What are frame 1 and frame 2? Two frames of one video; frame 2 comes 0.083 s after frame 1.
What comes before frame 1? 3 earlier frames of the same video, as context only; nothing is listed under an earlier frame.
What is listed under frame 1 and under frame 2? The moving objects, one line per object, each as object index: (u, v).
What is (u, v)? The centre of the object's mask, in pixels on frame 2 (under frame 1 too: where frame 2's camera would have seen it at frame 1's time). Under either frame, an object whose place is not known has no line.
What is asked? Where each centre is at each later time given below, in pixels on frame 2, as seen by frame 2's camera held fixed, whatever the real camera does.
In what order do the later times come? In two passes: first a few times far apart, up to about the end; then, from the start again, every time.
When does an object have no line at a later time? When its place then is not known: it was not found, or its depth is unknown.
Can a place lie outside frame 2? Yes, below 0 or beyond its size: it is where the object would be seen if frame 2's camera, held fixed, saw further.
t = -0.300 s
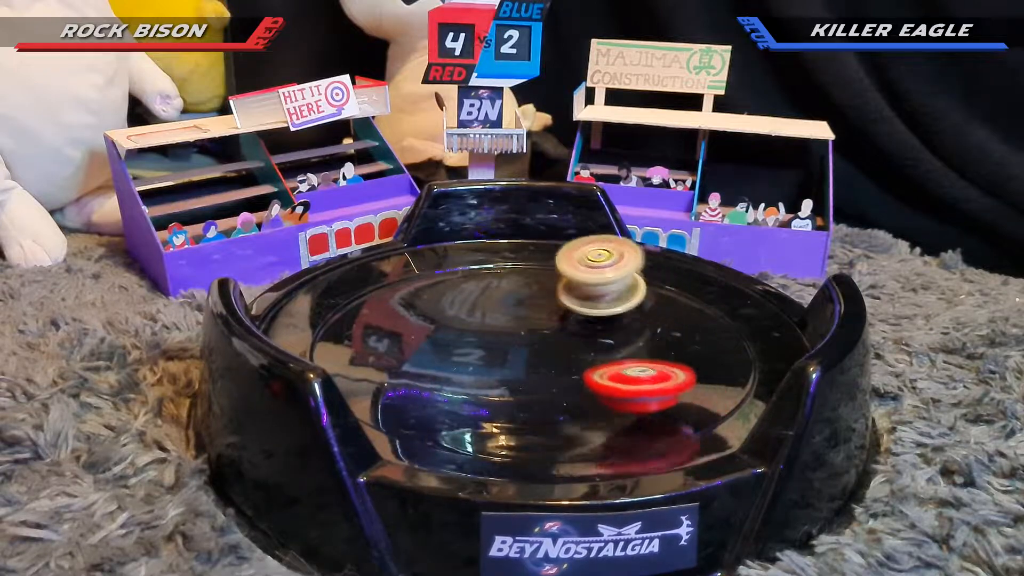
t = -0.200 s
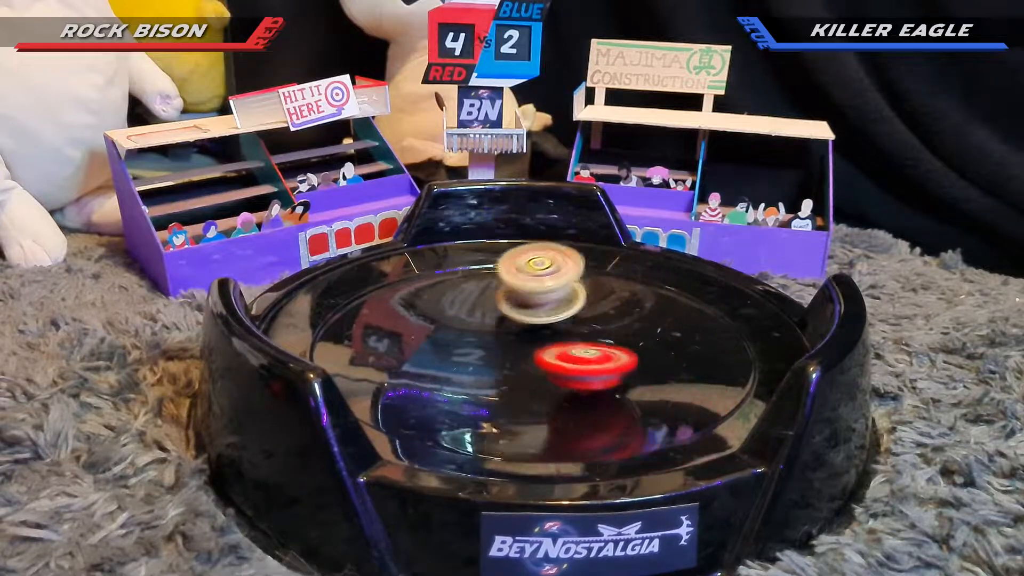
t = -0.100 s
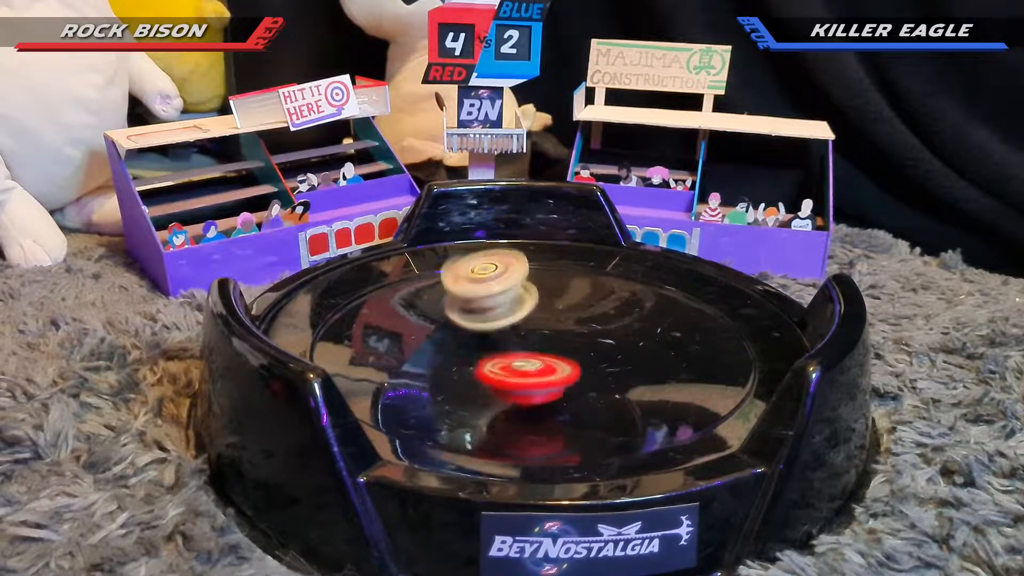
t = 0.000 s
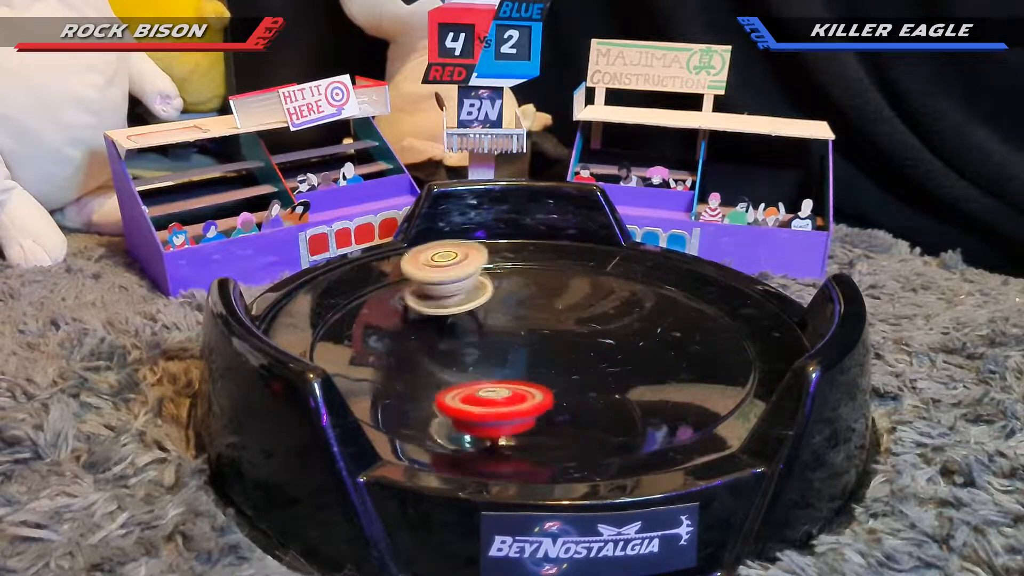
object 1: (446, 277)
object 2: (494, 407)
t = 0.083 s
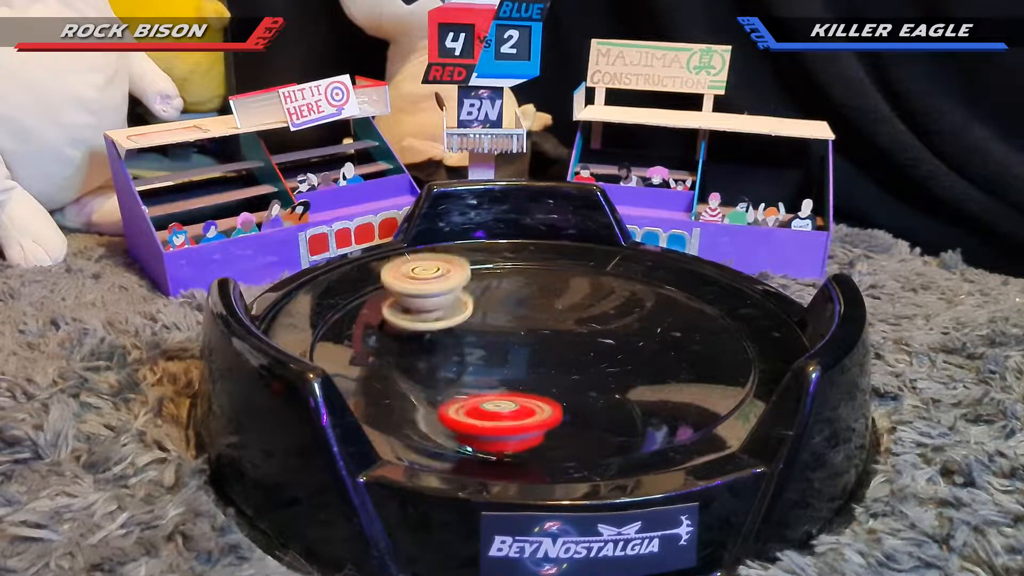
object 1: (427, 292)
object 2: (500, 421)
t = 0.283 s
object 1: (442, 367)
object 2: (564, 417)
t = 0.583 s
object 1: (458, 313)
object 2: (611, 344)
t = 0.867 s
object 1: (431, 310)
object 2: (528, 272)
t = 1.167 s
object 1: (416, 347)
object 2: (562, 364)
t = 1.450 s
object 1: (587, 342)
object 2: (608, 414)
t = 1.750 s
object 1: (591, 277)
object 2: (524, 425)
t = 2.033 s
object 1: (509, 336)
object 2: (462, 396)
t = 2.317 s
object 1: (690, 321)
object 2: (321, 343)
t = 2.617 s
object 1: (600, 321)
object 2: (488, 312)
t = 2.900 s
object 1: (515, 359)
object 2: (481, 303)
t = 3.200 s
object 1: (503, 382)
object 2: (482, 327)
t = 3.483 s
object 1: (523, 385)
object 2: (529, 273)
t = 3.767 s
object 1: (565, 363)
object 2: (544, 286)
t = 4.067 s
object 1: (603, 338)
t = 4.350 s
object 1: (604, 344)
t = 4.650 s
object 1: (518, 356)
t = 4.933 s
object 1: (460, 348)
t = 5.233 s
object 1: (512, 344)
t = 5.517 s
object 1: (583, 351)
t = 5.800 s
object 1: (601, 349)
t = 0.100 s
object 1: (424, 297)
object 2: (503, 423)
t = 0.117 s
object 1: (422, 303)
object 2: (508, 423)
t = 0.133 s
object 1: (420, 310)
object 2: (515, 422)
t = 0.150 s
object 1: (418, 317)
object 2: (521, 425)
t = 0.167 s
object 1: (418, 324)
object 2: (529, 425)
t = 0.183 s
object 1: (418, 330)
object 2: (537, 424)
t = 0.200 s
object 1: (419, 337)
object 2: (544, 423)
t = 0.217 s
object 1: (422, 343)
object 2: (549, 422)
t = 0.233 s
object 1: (425, 350)
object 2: (554, 421)
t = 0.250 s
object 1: (429, 356)
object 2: (558, 420)
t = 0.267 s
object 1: (435, 362)
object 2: (561, 418)
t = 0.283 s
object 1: (442, 367)
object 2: (564, 417)
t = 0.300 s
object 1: (451, 373)
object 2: (567, 414)
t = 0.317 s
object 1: (460, 377)
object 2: (570, 412)
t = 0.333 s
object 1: (462, 376)
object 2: (587, 411)
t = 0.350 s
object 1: (455, 372)
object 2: (620, 414)
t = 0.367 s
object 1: (446, 368)
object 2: (652, 413)
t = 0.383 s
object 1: (441, 361)
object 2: (674, 401)
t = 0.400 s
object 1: (436, 354)
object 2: (695, 394)
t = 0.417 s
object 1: (433, 351)
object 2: (713, 391)
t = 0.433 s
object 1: (431, 345)
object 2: (712, 385)
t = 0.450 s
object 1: (432, 338)
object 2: (702, 373)
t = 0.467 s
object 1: (432, 337)
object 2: (692, 368)
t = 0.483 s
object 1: (434, 330)
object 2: (680, 367)
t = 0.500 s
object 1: (436, 328)
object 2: (670, 372)
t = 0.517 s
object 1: (439, 325)
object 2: (660, 372)
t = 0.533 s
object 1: (443, 320)
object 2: (648, 362)
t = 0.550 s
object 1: (447, 317)
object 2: (635, 358)
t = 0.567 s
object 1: (452, 315)
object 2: (623, 351)
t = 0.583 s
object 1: (458, 313)
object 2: (611, 344)
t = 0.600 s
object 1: (463, 311)
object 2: (599, 335)
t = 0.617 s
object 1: (469, 310)
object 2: (585, 323)
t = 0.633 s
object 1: (474, 308)
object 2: (572, 316)
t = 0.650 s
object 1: (479, 308)
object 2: (560, 313)
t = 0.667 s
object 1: (476, 304)
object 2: (557, 306)
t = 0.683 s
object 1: (471, 301)
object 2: (557, 295)
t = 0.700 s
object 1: (466, 301)
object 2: (555, 289)
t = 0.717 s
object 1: (462, 305)
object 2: (554, 284)
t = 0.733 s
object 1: (456, 302)
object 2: (552, 280)
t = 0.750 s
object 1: (452, 299)
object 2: (549, 279)
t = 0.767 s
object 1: (448, 301)
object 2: (547, 273)
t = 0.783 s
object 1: (444, 306)
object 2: (545, 271)
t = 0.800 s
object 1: (441, 306)
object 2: (542, 271)
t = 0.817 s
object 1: (438, 306)
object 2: (538, 269)
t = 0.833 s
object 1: (436, 308)
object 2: (535, 267)
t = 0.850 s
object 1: (433, 309)
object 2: (531, 270)
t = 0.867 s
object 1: (431, 310)
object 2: (528, 272)
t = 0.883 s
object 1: (429, 312)
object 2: (523, 272)
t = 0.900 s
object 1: (426, 312)
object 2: (520, 275)
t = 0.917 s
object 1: (424, 313)
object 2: (516, 282)
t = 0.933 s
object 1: (421, 315)
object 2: (512, 287)
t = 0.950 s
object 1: (419, 316)
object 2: (508, 287)
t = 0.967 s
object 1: (416, 316)
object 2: (505, 291)
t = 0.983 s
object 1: (413, 317)
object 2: (501, 299)
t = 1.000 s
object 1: (409, 319)
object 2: (496, 310)
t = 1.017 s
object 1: (407, 321)
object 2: (493, 321)
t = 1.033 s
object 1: (406, 324)
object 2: (492, 320)
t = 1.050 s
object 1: (401, 326)
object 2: (498, 324)
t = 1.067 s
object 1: (396, 327)
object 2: (505, 331)
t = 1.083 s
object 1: (393, 330)
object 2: (516, 345)
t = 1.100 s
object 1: (393, 333)
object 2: (526, 360)
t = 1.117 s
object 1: (395, 335)
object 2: (535, 359)
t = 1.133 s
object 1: (400, 340)
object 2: (544, 356)
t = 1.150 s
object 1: (408, 344)
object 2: (553, 358)
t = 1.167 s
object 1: (416, 347)
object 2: (562, 364)
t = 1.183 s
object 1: (427, 351)
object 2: (573, 375)
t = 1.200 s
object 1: (438, 354)
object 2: (582, 389)
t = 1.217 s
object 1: (448, 356)
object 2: (587, 387)
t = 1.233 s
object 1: (460, 359)
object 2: (593, 385)
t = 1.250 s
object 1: (472, 360)
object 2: (598, 389)
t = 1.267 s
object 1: (483, 361)
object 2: (603, 396)
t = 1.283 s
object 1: (495, 361)
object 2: (607, 401)
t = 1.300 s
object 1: (506, 361)
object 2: (608, 401)
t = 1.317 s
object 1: (516, 360)
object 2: (609, 405)
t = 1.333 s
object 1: (526, 359)
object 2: (610, 406)
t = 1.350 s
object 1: (537, 357)
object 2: (611, 407)
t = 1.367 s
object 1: (546, 355)
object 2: (611, 408)
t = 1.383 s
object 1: (555, 353)
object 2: (611, 410)
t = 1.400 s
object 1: (564, 351)
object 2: (610, 411)
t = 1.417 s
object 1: (572, 348)
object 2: (610, 412)
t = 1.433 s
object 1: (580, 345)
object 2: (608, 413)
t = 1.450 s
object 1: (587, 342)
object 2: (608, 414)
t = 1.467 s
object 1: (594, 338)
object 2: (606, 414)
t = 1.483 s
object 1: (599, 334)
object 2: (604, 416)
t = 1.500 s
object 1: (605, 330)
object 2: (602, 417)
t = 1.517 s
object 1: (610, 326)
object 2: (600, 418)
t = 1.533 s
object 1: (614, 322)
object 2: (595, 420)
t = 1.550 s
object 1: (617, 318)
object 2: (591, 421)
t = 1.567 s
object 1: (620, 313)
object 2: (586, 422)
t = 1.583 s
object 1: (622, 309)
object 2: (582, 423)
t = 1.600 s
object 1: (622, 304)
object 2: (577, 424)
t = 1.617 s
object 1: (623, 300)
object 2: (571, 425)
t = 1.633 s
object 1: (622, 296)
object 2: (566, 425)
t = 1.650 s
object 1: (620, 292)
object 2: (560, 426)
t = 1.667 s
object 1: (618, 288)
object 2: (555, 426)
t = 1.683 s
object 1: (614, 285)
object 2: (549, 426)
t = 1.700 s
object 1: (610, 282)
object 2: (543, 426)
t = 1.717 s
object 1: (604, 280)
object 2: (537, 426)
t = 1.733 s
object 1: (597, 278)
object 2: (531, 425)
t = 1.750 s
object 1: (591, 277)
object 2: (524, 425)
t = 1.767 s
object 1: (583, 277)
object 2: (519, 424)
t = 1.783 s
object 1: (575, 278)
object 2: (513, 423)
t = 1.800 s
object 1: (567, 279)
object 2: (507, 422)
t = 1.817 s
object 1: (560, 281)
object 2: (502, 420)
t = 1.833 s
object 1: (552, 284)
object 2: (496, 419)
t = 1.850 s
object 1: (545, 287)
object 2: (491, 418)
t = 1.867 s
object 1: (539, 291)
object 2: (487, 416)
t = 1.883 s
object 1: (533, 295)
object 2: (483, 415)
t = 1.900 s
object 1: (527, 300)
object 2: (479, 413)
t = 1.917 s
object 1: (523, 304)
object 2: (475, 411)
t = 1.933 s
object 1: (520, 308)
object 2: (472, 408)
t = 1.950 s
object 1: (517, 313)
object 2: (469, 407)
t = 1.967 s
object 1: (514, 318)
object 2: (468, 405)
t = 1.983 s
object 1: (512, 322)
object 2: (466, 403)
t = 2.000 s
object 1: (510, 327)
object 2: (464, 401)
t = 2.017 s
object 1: (509, 332)
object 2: (464, 399)
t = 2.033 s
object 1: (509, 336)
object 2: (462, 396)
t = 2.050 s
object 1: (509, 340)
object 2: (462, 395)
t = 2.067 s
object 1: (511, 343)
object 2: (462, 392)
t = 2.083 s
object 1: (517, 346)
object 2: (460, 391)
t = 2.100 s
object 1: (536, 348)
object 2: (433, 382)
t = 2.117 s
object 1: (554, 348)
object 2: (405, 372)
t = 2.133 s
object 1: (574, 341)
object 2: (381, 366)
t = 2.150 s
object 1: (592, 338)
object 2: (355, 367)
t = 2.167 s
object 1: (611, 340)
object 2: (337, 367)
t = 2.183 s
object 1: (626, 336)
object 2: (314, 364)
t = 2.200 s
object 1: (640, 334)
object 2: (305, 348)
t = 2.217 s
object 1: (654, 331)
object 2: (305, 344)
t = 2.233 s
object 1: (666, 329)
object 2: (302, 342)
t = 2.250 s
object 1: (675, 326)
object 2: (304, 341)
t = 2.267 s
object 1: (682, 324)
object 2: (307, 348)
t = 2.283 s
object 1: (686, 322)
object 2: (308, 345)
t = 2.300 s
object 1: (689, 322)
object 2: (314, 345)
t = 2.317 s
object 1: (690, 321)
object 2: (321, 343)
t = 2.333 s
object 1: (690, 320)
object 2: (329, 341)
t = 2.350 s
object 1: (689, 319)
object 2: (336, 340)
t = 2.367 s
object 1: (687, 318)
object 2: (345, 337)
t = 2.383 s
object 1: (685, 318)
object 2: (353, 336)
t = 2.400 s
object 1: (682, 317)
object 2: (362, 333)
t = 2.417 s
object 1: (680, 316)
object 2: (371, 330)
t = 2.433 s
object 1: (675, 315)
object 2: (381, 327)
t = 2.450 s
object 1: (670, 315)
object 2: (388, 326)
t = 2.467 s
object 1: (665, 315)
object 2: (400, 323)
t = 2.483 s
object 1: (658, 315)
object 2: (407, 320)
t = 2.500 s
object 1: (651, 315)
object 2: (413, 319)
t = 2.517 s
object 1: (645, 316)
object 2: (428, 317)
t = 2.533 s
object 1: (639, 317)
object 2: (439, 316)
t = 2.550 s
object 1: (632, 317)
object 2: (448, 316)
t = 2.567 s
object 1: (624, 318)
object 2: (458, 312)
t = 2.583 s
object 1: (616, 319)
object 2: (467, 312)
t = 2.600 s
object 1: (609, 320)
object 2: (478, 314)
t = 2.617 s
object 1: (600, 321)
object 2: (488, 312)
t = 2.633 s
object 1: (593, 323)
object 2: (495, 313)
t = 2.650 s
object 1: (584, 324)
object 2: (501, 315)
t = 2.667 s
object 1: (580, 326)
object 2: (502, 314)
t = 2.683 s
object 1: (579, 329)
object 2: (501, 312)
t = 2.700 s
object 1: (577, 332)
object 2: (499, 311)
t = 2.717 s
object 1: (574, 335)
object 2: (497, 310)
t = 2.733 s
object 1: (568, 337)
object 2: (495, 309)
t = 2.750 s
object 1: (563, 339)
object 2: (493, 307)
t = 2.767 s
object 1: (557, 342)
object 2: (491, 306)
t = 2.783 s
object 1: (552, 344)
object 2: (490, 305)
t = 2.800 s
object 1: (546, 347)
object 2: (489, 304)
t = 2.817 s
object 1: (541, 349)
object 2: (488, 302)
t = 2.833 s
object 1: (536, 351)
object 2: (486, 302)
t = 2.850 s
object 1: (530, 353)
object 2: (485, 302)
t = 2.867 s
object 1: (525, 355)
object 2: (484, 302)
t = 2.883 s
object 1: (520, 357)
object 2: (483, 303)
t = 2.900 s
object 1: (515, 359)
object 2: (481, 303)
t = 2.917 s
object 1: (511, 361)
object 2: (480, 304)
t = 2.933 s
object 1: (506, 363)
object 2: (481, 306)
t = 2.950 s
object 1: (501, 365)
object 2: (482, 306)
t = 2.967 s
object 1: (497, 367)
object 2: (482, 308)
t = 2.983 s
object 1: (494, 368)
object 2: (483, 309)
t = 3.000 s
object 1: (491, 370)
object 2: (483, 310)
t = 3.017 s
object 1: (488, 372)
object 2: (483, 312)
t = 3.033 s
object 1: (486, 374)
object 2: (483, 313)
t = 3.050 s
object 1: (485, 376)
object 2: (484, 315)
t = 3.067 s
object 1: (485, 377)
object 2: (485, 316)
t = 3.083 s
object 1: (485, 379)
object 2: (485, 317)
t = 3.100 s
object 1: (487, 380)
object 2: (485, 319)
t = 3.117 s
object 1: (488, 381)
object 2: (485, 320)
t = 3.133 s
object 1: (491, 382)
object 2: (485, 322)
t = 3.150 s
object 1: (494, 383)
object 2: (485, 323)
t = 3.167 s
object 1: (497, 383)
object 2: (484, 324)
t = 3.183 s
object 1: (500, 382)
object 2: (484, 325)
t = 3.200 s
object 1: (503, 382)
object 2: (482, 327)
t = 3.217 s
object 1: (507, 381)
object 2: (480, 328)
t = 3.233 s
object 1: (511, 381)
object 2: (479, 330)
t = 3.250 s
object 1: (515, 379)
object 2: (476, 330)
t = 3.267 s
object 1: (520, 378)
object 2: (474, 335)
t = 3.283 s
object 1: (523, 375)
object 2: (473, 338)
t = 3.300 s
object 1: (526, 374)
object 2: (471, 340)
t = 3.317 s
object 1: (527, 370)
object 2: (469, 344)
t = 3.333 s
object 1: (529, 368)
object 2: (468, 346)
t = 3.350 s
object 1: (529, 366)
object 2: (463, 344)
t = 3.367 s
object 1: (529, 369)
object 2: (473, 328)
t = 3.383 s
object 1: (527, 375)
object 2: (490, 311)
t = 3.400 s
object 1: (526, 377)
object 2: (502, 304)
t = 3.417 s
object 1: (525, 381)
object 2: (509, 298)
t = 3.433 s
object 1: (524, 383)
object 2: (514, 293)
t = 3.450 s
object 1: (523, 384)
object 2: (520, 292)
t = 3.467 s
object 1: (523, 384)
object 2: (526, 284)
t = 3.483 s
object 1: (523, 385)
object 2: (529, 273)
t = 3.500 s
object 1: (525, 385)
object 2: (534, 264)
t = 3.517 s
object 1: (527, 385)
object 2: (537, 261)
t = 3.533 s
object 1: (530, 384)
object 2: (540, 259)
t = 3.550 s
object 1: (533, 383)
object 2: (544, 259)
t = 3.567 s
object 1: (537, 383)
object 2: (547, 256)
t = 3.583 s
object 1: (540, 381)
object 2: (545, 254)
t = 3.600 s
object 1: (543, 380)
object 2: (545, 255)
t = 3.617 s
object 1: (546, 379)
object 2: (545, 258)
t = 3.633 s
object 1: (549, 377)
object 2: (543, 259)
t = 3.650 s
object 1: (552, 376)
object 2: (543, 262)
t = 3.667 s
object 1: (554, 375)
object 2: (541, 265)
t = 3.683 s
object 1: (556, 372)
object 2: (540, 268)
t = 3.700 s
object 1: (558, 371)
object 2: (539, 272)
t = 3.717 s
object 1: (560, 369)
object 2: (539, 275)
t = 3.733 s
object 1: (562, 366)
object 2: (540, 279)
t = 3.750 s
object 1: (563, 365)
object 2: (542, 283)
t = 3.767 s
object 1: (565, 363)
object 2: (544, 286)
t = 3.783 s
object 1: (567, 361)
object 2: (547, 289)
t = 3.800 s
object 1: (569, 358)
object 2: (549, 291)
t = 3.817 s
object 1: (571, 356)
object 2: (550, 292)
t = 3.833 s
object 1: (572, 353)
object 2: (550, 294)
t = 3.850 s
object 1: (574, 352)
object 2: (552, 298)
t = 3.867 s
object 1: (576, 347)
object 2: (547, 298)
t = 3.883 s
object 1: (578, 346)
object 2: (544, 302)
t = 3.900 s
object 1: (581, 344)
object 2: (539, 307)
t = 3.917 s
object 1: (584, 343)
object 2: (539, 310)
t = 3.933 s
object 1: (585, 342)
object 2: (536, 311)
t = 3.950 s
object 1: (586, 341)
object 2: (536, 311)
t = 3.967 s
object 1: (587, 341)
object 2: (536, 310)
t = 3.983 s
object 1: (590, 340)
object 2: (537, 312)
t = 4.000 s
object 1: (591, 340)
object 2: (538, 313)
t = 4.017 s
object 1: (593, 339)
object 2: (537, 315)
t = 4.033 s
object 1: (597, 339)
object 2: (537, 317)
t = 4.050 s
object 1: (601, 339)
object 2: (538, 319)
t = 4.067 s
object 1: (603, 338)
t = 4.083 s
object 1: (606, 338)
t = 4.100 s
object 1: (609, 338)
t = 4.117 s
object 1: (612, 337)
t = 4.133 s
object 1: (615, 338)
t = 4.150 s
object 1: (617, 338)
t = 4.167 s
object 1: (618, 337)
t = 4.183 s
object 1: (619, 338)
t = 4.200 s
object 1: (620, 338)
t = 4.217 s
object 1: (620, 338)
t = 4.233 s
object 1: (619, 339)
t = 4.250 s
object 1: (619, 340)
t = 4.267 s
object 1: (617, 340)
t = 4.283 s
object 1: (615, 341)
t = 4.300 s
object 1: (613, 341)
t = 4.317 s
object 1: (610, 342)
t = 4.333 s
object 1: (607, 343)
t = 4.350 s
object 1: (604, 344)
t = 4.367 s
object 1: (601, 345)
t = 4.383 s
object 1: (596, 346)
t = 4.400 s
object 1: (591, 347)
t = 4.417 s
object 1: (587, 348)
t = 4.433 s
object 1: (582, 350)
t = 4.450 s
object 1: (578, 351)
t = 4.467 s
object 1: (574, 352)
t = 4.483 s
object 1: (568, 353)
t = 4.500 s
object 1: (563, 353)
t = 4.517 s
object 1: (559, 354)
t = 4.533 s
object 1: (554, 355)
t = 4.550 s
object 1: (548, 354)
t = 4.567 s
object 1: (544, 355)
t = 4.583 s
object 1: (539, 356)
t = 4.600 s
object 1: (533, 355)
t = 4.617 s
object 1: (528, 357)
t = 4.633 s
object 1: (523, 357)
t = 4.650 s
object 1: (518, 356)
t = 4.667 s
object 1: (512, 356)
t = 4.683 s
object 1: (509, 356)
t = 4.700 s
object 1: (503, 355)
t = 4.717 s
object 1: (499, 355)
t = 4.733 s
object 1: (494, 355)
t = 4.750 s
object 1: (490, 353)
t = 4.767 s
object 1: (485, 353)
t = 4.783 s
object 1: (482, 352)
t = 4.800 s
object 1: (477, 351)
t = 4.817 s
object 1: (472, 351)
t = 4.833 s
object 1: (470, 350)
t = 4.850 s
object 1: (466, 349)
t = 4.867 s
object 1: (464, 349)
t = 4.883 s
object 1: (463, 349)
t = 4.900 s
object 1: (461, 348)
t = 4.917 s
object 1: (460, 348)
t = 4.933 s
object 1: (460, 348)
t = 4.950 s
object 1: (460, 347)
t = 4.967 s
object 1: (460, 348)
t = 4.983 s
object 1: (461, 348)
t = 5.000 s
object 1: (462, 347)
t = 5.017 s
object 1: (464, 347)
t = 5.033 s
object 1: (466, 347)
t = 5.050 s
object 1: (468, 346)
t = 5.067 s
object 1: (471, 346)
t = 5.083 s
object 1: (475, 346)
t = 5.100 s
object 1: (478, 346)
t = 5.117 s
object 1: (482, 346)
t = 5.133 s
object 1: (487, 345)
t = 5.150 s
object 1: (491, 345)
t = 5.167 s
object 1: (495, 344)
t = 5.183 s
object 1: (500, 344)
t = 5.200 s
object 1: (504, 343)
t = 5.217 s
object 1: (507, 344)
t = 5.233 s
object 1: (512, 344)
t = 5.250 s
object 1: (515, 344)
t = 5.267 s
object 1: (519, 344)
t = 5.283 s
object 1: (523, 344)
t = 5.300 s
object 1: (528, 344)
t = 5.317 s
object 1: (533, 344)
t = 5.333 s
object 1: (539, 344)
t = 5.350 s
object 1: (543, 345)
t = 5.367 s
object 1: (547, 345)
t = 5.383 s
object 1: (551, 346)
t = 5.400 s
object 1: (554, 347)
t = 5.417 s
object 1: (557, 346)
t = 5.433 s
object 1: (562, 347)
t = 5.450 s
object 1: (566, 348)
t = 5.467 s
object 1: (570, 349)
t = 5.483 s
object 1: (575, 350)
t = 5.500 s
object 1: (579, 350)
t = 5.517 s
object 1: (583, 351)
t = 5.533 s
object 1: (587, 351)
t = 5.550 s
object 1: (591, 351)
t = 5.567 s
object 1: (595, 352)
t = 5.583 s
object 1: (598, 352)
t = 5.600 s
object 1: (601, 352)
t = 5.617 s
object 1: (604, 352)
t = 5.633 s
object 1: (605, 351)
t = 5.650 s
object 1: (606, 351)
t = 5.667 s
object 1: (607, 351)
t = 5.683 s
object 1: (607, 350)
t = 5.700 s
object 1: (607, 351)
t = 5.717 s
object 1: (608, 351)
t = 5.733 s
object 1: (606, 350)
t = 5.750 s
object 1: (606, 350)
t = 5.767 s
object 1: (605, 350)
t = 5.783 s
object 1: (603, 349)
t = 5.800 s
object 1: (601, 349)
